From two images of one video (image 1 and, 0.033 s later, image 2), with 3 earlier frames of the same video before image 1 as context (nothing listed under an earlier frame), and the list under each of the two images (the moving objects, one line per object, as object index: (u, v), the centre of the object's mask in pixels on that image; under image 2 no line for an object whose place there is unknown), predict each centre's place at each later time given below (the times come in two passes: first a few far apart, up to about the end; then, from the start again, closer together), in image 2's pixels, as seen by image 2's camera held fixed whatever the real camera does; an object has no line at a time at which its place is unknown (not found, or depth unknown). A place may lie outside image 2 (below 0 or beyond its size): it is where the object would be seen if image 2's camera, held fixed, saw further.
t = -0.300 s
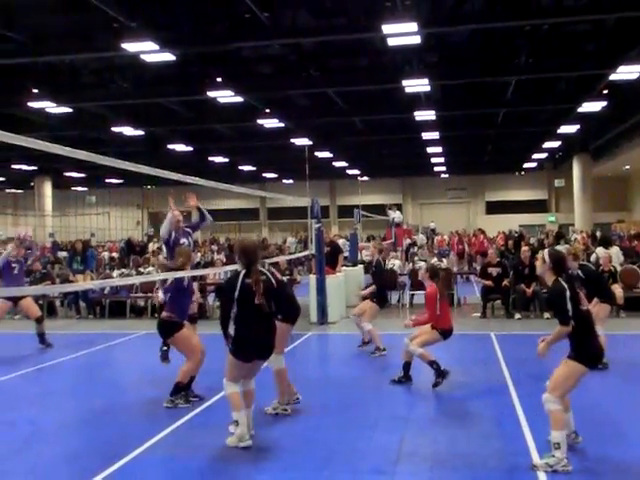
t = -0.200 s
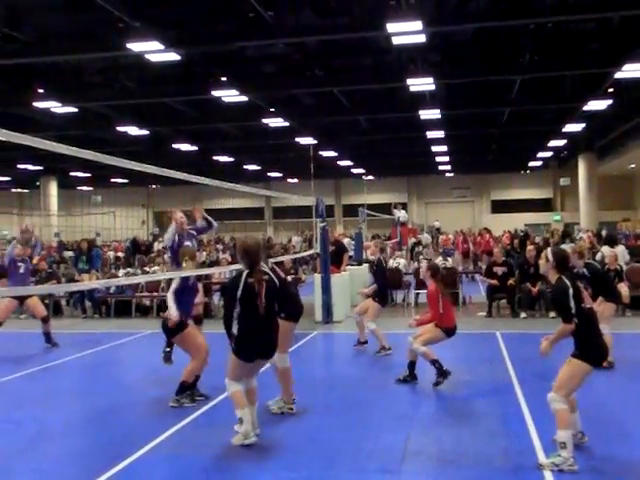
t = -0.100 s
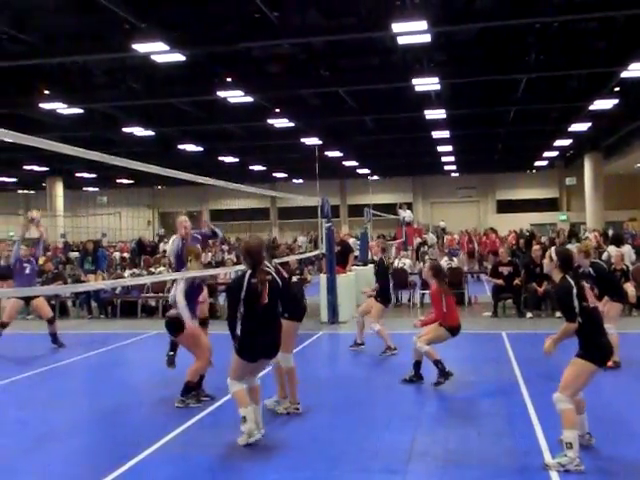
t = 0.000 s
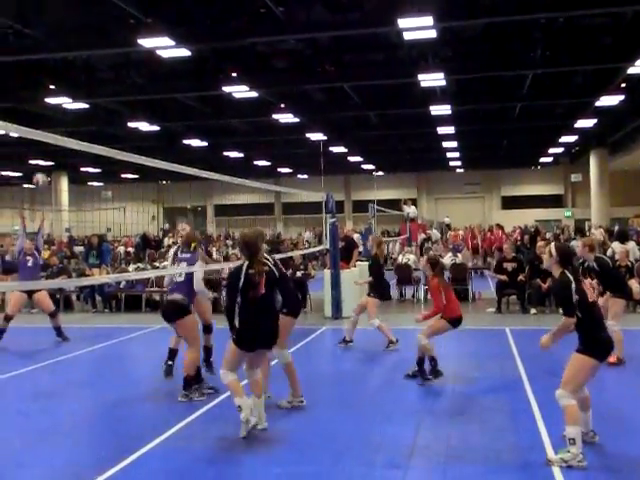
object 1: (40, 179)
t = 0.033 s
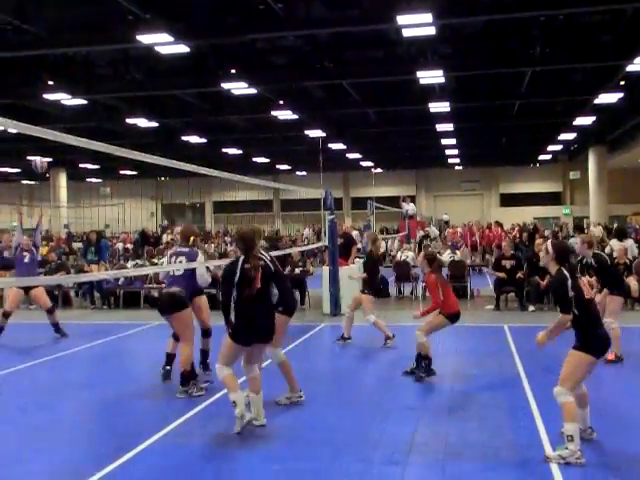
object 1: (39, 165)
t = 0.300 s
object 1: (45, 85)
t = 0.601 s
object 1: (54, 52)
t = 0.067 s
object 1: (40, 151)
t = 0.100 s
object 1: (40, 141)
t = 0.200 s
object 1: (42, 110)
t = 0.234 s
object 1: (43, 102)
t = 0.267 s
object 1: (44, 92)
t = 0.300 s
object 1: (45, 85)
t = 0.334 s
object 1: (46, 79)
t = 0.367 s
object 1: (48, 74)
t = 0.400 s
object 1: (48, 68)
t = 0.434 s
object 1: (49, 63)
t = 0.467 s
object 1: (50, 60)
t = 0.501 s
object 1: (51, 57)
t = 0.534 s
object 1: (52, 54)
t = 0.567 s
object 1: (53, 53)
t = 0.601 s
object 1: (54, 52)
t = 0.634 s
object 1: (55, 52)
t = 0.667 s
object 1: (56, 53)
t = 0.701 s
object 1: (58, 55)
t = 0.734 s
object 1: (59, 57)
